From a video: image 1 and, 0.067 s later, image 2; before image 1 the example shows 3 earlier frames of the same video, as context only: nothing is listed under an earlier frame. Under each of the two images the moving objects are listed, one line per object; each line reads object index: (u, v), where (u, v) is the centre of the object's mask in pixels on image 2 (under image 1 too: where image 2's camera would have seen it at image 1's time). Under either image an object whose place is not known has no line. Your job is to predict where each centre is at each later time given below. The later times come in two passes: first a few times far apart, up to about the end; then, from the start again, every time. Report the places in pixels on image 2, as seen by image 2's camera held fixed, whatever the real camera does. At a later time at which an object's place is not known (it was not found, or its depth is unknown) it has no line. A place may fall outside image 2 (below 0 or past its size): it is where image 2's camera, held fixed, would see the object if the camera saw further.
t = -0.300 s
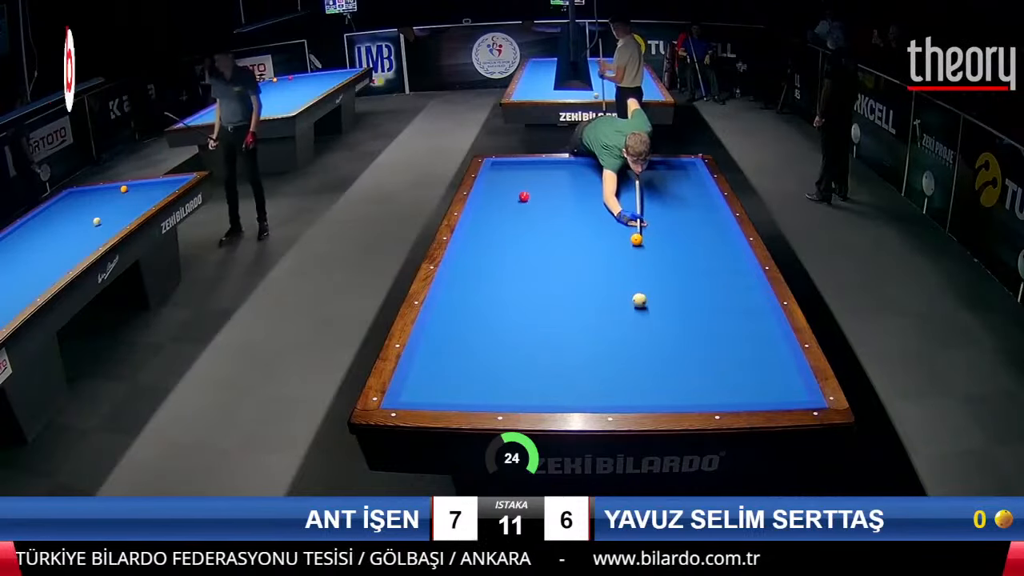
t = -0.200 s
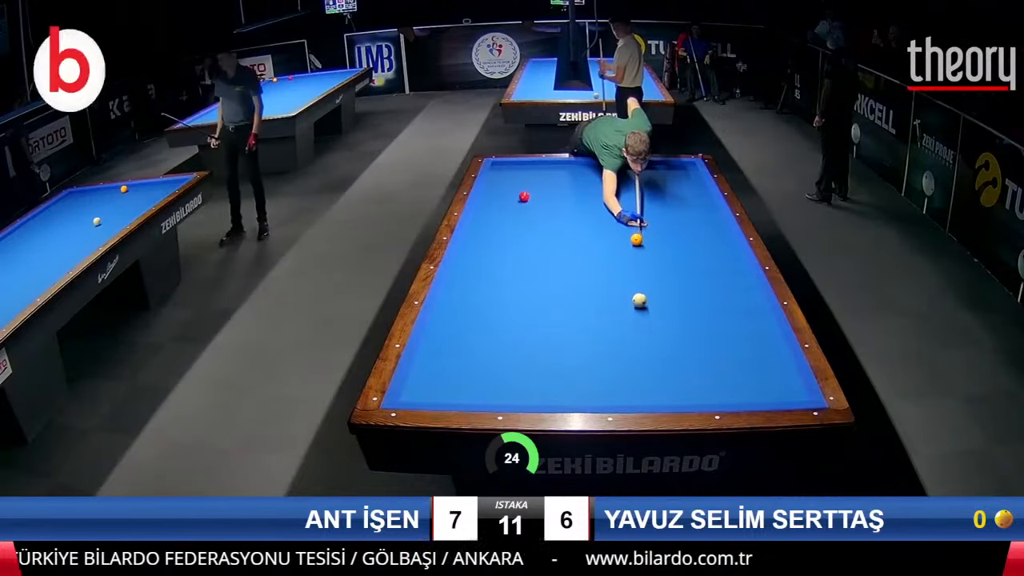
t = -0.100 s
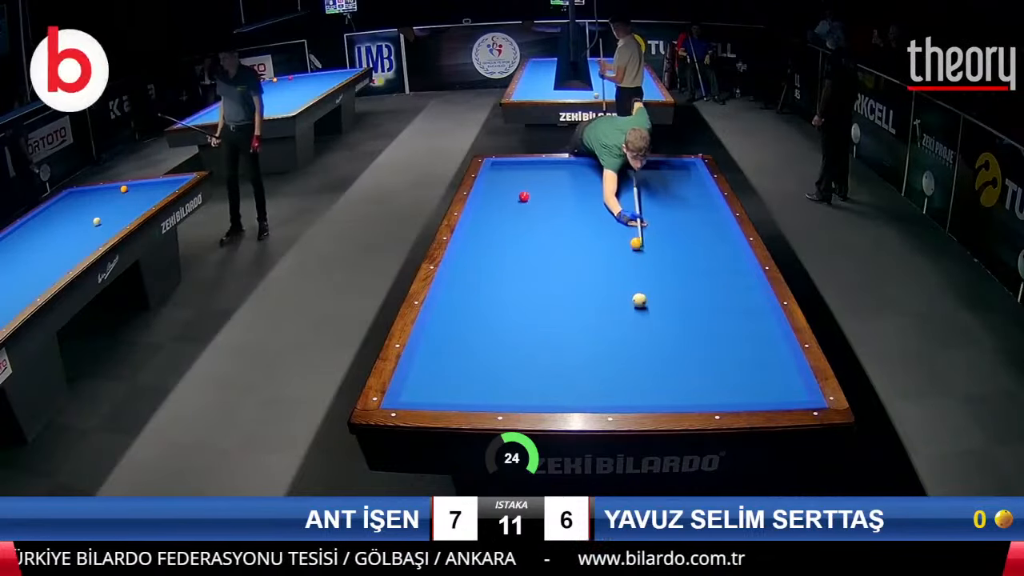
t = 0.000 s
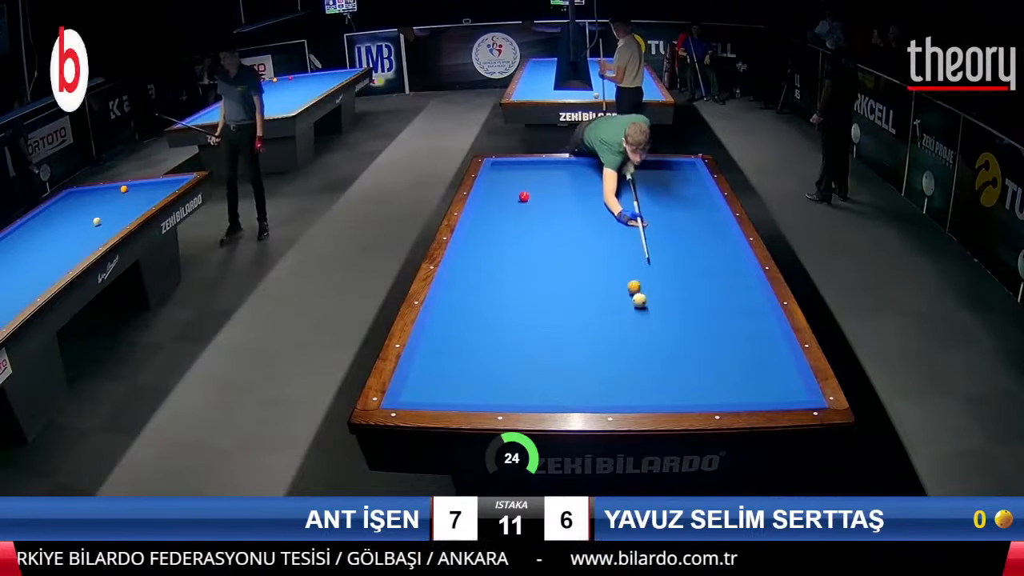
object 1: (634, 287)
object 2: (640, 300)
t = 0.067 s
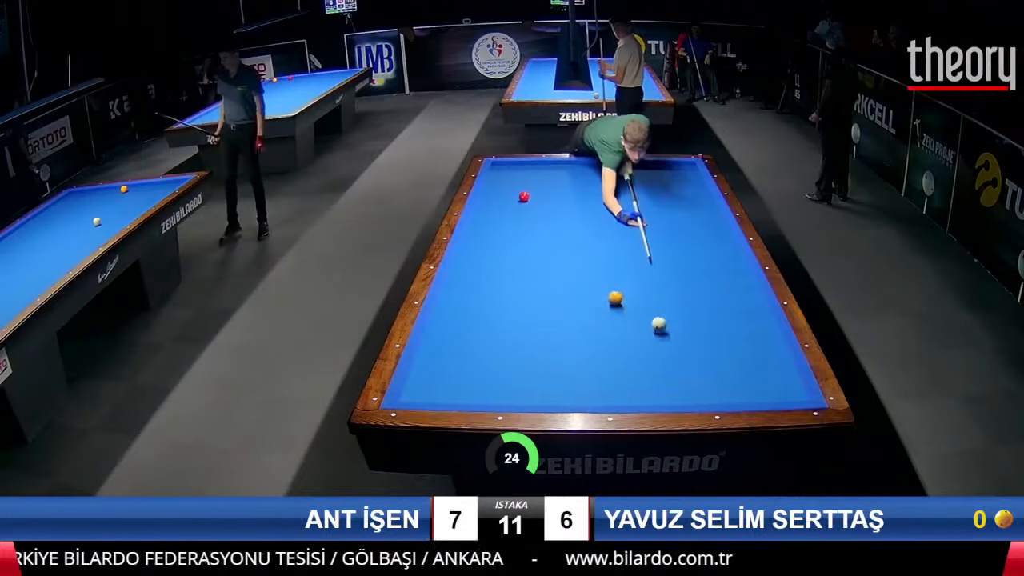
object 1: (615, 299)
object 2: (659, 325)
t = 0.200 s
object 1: (571, 309)
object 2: (715, 394)
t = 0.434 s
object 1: (503, 329)
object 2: (723, 322)
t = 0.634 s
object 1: (443, 348)
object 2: (724, 274)
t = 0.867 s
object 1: (452, 381)
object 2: (725, 237)
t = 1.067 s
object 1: (488, 392)
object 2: (711, 213)
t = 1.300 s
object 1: (544, 371)
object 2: (692, 190)
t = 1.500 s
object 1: (587, 357)
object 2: (679, 173)
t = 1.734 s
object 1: (634, 342)
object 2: (668, 167)
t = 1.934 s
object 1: (670, 331)
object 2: (660, 178)
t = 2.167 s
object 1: (708, 317)
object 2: (650, 188)
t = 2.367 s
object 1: (738, 307)
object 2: (640, 198)
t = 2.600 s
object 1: (746, 294)
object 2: (628, 210)
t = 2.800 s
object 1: (725, 281)
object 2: (617, 222)
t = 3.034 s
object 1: (704, 268)
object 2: (603, 236)
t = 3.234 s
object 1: (687, 257)
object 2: (589, 250)
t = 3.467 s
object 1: (669, 245)
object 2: (571, 267)
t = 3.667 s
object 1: (654, 236)
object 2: (555, 283)
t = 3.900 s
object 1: (638, 227)
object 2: (534, 304)
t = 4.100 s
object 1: (625, 219)
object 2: (515, 323)
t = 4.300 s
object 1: (613, 211)
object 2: (493, 344)
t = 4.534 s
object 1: (599, 204)
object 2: (466, 371)
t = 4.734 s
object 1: (589, 197)
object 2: (440, 395)
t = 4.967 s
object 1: (577, 191)
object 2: (433, 383)
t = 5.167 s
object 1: (568, 185)
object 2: (429, 370)
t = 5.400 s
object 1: (557, 179)
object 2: (424, 356)
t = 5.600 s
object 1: (549, 174)
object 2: (432, 346)
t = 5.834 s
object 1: (540, 169)
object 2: (441, 335)
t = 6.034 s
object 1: (533, 165)
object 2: (447, 327)
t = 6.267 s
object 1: (522, 164)
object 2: (455, 317)
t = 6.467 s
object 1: (510, 166)
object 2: (461, 310)
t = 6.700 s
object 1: (496, 168)
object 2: (468, 302)
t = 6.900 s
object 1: (497, 171)
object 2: (473, 295)
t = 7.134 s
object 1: (503, 174)
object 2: (479, 289)
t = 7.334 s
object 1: (507, 177)
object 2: (483, 283)
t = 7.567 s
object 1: (513, 180)
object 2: (489, 277)
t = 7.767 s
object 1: (518, 182)
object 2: (493, 272)
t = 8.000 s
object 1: (523, 186)
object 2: (497, 266)
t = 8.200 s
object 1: (529, 188)
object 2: (501, 262)
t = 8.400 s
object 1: (533, 192)
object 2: (504, 258)
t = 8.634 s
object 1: (539, 195)
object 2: (508, 254)
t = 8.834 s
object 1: (544, 198)
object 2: (511, 250)
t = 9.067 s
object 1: (549, 202)
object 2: (515, 246)
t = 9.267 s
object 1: (554, 205)
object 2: (517, 243)
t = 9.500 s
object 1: (559, 208)
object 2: (520, 240)
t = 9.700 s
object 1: (564, 210)
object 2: (522, 237)
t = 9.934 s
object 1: (570, 214)
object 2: (525, 234)
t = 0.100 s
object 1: (604, 301)
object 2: (672, 339)
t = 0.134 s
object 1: (593, 304)
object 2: (685, 356)
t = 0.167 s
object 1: (582, 307)
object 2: (700, 375)
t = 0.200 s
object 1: (571, 309)
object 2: (715, 394)
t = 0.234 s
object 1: (561, 312)
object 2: (720, 391)
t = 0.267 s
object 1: (551, 315)
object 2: (721, 377)
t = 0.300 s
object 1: (541, 318)
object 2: (722, 364)
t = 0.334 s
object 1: (532, 321)
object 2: (722, 352)
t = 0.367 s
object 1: (522, 324)
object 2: (723, 341)
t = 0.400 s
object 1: (513, 327)
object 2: (723, 331)
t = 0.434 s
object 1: (503, 329)
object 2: (723, 322)
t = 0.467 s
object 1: (493, 333)
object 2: (723, 312)
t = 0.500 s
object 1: (483, 335)
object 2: (724, 303)
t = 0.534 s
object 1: (473, 338)
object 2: (724, 295)
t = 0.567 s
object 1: (463, 341)
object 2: (724, 288)
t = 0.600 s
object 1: (453, 345)
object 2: (724, 281)
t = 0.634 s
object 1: (443, 348)
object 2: (724, 274)
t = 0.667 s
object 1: (433, 351)
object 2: (724, 268)
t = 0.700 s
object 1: (425, 354)
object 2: (724, 262)
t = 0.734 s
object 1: (431, 359)
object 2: (725, 257)
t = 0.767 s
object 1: (437, 364)
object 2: (725, 252)
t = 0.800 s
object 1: (442, 370)
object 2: (725, 247)
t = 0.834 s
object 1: (447, 375)
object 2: (725, 242)
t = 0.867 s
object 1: (452, 381)
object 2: (725, 237)
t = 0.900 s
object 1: (456, 386)
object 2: (725, 233)
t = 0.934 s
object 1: (460, 392)
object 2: (724, 228)
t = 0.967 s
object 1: (464, 396)
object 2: (720, 224)
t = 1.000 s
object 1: (469, 397)
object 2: (717, 221)
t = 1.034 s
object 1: (478, 395)
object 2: (714, 217)
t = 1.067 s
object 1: (488, 392)
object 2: (711, 213)
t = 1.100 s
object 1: (496, 387)
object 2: (708, 209)
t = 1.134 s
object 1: (504, 384)
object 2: (705, 206)
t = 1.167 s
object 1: (513, 381)
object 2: (702, 202)
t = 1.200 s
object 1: (521, 378)
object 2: (700, 199)
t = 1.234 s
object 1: (529, 376)
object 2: (697, 196)
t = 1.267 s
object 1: (536, 373)
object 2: (695, 193)
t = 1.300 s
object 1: (544, 371)
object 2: (692, 190)
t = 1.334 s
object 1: (551, 369)
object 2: (690, 187)
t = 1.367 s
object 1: (559, 367)
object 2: (688, 184)
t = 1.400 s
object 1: (566, 364)
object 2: (686, 181)
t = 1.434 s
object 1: (573, 362)
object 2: (683, 178)
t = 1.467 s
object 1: (580, 360)
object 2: (682, 175)
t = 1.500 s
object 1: (587, 357)
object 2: (679, 173)
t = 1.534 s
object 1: (594, 355)
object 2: (678, 171)
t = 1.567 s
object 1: (601, 353)
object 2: (675, 168)
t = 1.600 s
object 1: (608, 351)
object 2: (673, 165)
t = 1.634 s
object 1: (614, 349)
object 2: (672, 163)
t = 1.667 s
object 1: (621, 347)
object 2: (670, 164)
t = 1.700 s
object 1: (627, 344)
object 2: (669, 165)
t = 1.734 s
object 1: (634, 342)
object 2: (668, 167)
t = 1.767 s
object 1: (640, 341)
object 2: (666, 169)
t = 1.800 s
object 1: (646, 338)
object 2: (665, 171)
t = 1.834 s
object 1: (652, 336)
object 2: (664, 173)
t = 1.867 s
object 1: (658, 334)
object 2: (663, 174)
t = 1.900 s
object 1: (664, 333)
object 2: (661, 176)
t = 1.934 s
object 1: (670, 331)
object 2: (660, 178)
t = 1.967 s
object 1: (675, 329)
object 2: (659, 179)
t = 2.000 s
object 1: (681, 327)
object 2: (657, 180)
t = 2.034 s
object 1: (687, 325)
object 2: (656, 182)
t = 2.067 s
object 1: (692, 323)
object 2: (654, 184)
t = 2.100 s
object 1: (698, 321)
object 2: (653, 185)
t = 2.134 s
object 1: (703, 319)
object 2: (651, 187)
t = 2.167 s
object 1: (708, 317)
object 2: (650, 188)
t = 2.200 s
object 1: (713, 316)
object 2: (648, 190)
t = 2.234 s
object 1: (718, 314)
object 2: (647, 191)
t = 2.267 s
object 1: (723, 312)
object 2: (645, 193)
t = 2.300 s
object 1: (728, 310)
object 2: (643, 194)
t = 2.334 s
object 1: (733, 309)
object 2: (642, 196)
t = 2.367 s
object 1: (738, 307)
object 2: (640, 198)
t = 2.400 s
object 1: (742, 305)
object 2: (639, 199)
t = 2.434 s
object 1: (747, 304)
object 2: (637, 201)
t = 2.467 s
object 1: (751, 302)
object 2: (635, 203)
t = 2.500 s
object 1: (756, 301)
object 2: (634, 205)
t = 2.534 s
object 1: (756, 299)
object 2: (632, 206)
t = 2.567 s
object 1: (751, 296)
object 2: (630, 208)
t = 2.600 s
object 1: (746, 294)
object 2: (628, 210)
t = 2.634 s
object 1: (742, 292)
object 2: (626, 212)
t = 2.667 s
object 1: (738, 290)
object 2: (624, 214)
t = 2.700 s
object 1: (735, 288)
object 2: (623, 216)
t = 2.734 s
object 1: (732, 286)
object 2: (621, 217)
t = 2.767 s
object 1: (728, 284)
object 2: (619, 220)
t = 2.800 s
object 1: (725, 281)
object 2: (617, 222)
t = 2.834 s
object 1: (722, 279)
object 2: (615, 224)
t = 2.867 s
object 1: (719, 277)
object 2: (613, 226)
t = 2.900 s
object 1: (716, 275)
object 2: (611, 228)
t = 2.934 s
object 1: (713, 274)
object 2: (609, 230)
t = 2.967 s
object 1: (710, 272)
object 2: (607, 232)
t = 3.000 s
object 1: (707, 270)
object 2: (605, 234)
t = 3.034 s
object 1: (704, 268)
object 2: (603, 236)
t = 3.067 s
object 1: (701, 266)
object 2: (600, 238)
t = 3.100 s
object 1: (698, 264)
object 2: (598, 240)
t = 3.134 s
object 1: (695, 262)
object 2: (596, 243)
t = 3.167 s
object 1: (693, 261)
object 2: (594, 245)
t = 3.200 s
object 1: (690, 259)
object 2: (591, 247)
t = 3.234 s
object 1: (687, 257)
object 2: (589, 250)
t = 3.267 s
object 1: (685, 255)
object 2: (586, 252)
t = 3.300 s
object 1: (682, 254)
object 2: (584, 254)
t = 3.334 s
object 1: (679, 252)
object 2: (581, 257)
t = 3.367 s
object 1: (676, 250)
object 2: (579, 259)
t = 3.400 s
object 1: (674, 249)
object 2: (577, 262)
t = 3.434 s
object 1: (671, 247)
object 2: (574, 264)
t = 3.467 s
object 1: (669, 245)
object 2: (571, 267)
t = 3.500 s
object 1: (666, 244)
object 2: (569, 269)
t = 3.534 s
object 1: (664, 242)
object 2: (566, 272)
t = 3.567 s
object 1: (661, 241)
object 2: (564, 275)
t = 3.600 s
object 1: (659, 239)
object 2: (561, 277)
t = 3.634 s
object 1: (656, 238)
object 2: (558, 280)
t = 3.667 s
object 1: (654, 236)
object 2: (555, 283)
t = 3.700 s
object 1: (652, 235)
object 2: (552, 286)
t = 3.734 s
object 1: (649, 234)
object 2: (549, 289)
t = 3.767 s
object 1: (647, 232)
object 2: (547, 292)
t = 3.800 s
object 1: (645, 231)
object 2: (543, 295)
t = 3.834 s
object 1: (642, 229)
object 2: (540, 298)
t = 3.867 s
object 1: (640, 228)
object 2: (537, 301)
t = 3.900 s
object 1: (638, 227)
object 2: (534, 304)
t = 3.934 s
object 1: (636, 225)
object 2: (531, 307)
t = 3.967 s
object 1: (634, 224)
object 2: (528, 310)
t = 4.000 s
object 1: (631, 223)
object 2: (525, 313)
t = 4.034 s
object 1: (629, 221)
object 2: (521, 317)
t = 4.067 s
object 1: (627, 220)
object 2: (518, 320)
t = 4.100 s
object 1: (625, 219)
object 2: (515, 323)
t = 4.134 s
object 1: (623, 218)
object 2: (511, 327)
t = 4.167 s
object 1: (621, 216)
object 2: (508, 330)
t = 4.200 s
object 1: (619, 215)
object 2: (504, 334)
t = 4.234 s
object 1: (617, 214)
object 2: (501, 337)
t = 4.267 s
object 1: (615, 213)
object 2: (497, 341)
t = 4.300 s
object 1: (613, 211)
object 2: (493, 344)
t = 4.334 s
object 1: (611, 210)
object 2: (490, 348)
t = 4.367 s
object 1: (609, 209)
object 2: (486, 352)
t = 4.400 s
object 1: (607, 208)
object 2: (482, 356)
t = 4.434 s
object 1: (605, 207)
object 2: (478, 360)
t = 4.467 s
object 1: (603, 206)
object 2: (474, 364)
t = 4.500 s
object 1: (601, 205)
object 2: (470, 368)
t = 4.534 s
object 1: (599, 204)
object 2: (466, 371)
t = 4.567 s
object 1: (598, 203)
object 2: (462, 375)
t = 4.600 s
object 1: (596, 201)
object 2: (457, 380)
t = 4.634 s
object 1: (594, 201)
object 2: (453, 384)
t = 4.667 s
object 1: (592, 200)
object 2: (449, 388)
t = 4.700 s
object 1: (591, 198)
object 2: (445, 392)
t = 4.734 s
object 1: (589, 197)
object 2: (440, 395)
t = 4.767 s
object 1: (587, 196)
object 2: (437, 397)
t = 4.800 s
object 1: (586, 196)
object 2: (436, 395)
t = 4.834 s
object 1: (584, 195)
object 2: (436, 393)
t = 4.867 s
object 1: (582, 193)
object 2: (435, 390)
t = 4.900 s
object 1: (580, 192)
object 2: (435, 387)
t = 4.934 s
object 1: (579, 191)
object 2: (434, 385)
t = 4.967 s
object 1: (577, 191)
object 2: (433, 383)
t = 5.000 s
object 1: (576, 190)
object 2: (432, 380)
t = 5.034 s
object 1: (574, 189)
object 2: (432, 378)
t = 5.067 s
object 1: (573, 188)
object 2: (431, 376)
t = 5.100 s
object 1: (571, 187)
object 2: (430, 374)
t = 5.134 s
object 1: (569, 186)
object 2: (429, 372)
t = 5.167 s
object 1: (568, 185)
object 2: (429, 370)
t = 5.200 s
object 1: (566, 184)
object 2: (428, 367)
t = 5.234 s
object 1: (565, 183)
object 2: (427, 365)
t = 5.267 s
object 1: (563, 182)
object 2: (427, 364)
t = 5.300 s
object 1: (562, 182)
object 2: (426, 362)
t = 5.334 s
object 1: (561, 181)
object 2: (425, 360)
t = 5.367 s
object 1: (559, 180)
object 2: (425, 357)
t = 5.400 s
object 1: (557, 179)
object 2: (424, 356)
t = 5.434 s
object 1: (556, 179)
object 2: (426, 354)
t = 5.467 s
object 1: (555, 178)
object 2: (427, 352)
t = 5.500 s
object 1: (553, 177)
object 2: (428, 351)
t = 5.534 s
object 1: (552, 176)
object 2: (429, 349)
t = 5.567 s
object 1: (551, 175)
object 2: (431, 348)
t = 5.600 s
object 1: (549, 174)
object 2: (432, 346)
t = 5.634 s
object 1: (548, 174)
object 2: (433, 344)
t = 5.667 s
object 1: (547, 173)
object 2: (435, 343)
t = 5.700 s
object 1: (545, 172)
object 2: (436, 341)
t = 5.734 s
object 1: (544, 172)
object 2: (437, 340)
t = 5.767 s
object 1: (543, 171)
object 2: (438, 338)
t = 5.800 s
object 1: (542, 170)
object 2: (440, 337)
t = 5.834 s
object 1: (540, 169)
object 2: (441, 335)
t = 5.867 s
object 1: (539, 169)
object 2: (442, 334)
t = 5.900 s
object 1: (538, 168)
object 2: (443, 332)
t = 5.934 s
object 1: (537, 167)
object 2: (444, 331)
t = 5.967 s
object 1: (535, 167)
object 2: (445, 330)
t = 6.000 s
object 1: (534, 166)
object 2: (446, 328)
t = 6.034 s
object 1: (533, 165)
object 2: (447, 327)
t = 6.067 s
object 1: (532, 165)
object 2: (448, 325)
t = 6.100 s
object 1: (531, 164)
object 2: (450, 324)
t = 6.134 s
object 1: (530, 164)
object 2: (451, 323)
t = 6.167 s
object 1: (529, 163)
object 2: (452, 321)
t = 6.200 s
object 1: (527, 163)
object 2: (453, 320)
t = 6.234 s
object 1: (525, 163)
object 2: (454, 319)
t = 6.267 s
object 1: (522, 164)
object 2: (455, 317)
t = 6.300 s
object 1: (520, 164)
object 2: (456, 316)
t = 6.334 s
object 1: (518, 164)
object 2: (457, 315)
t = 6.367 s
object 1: (516, 165)
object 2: (458, 314)
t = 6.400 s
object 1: (514, 165)
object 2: (459, 312)
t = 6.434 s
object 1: (512, 165)
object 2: (460, 311)
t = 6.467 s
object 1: (510, 166)
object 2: (461, 310)
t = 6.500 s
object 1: (508, 166)
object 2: (462, 309)
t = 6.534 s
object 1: (506, 166)
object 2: (463, 308)
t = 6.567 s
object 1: (504, 166)
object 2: (464, 307)
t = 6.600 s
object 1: (502, 167)
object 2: (465, 305)
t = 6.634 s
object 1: (500, 167)
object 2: (466, 304)
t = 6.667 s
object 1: (498, 168)
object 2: (467, 303)
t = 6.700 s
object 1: (496, 168)
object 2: (468, 302)
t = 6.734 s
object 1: (494, 168)
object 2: (468, 301)
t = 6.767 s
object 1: (494, 169)
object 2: (469, 300)
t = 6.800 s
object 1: (495, 169)
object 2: (470, 299)
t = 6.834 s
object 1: (495, 170)
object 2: (471, 297)
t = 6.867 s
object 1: (496, 170)
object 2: (472, 296)
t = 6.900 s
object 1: (497, 171)
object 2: (473, 295)
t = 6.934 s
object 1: (498, 171)
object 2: (473, 294)
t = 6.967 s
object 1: (499, 171)
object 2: (474, 293)
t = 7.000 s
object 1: (499, 172)
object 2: (475, 292)
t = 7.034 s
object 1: (500, 172)
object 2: (476, 291)
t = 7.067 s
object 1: (501, 173)
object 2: (477, 290)
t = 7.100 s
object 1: (502, 173)
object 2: (478, 289)
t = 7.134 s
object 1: (503, 174)
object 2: (479, 289)
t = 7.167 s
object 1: (504, 174)
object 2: (480, 287)
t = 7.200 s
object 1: (504, 175)
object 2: (480, 286)
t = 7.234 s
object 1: (505, 175)
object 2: (481, 285)
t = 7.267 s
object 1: (505, 176)
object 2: (482, 285)
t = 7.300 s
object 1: (506, 176)
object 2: (482, 284)
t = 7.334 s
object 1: (507, 177)
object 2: (483, 283)
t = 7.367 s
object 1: (508, 177)
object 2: (484, 282)
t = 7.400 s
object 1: (509, 177)
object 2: (485, 281)
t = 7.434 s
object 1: (510, 178)
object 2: (486, 280)
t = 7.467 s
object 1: (510, 179)
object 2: (486, 279)
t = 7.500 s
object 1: (511, 179)
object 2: (487, 278)
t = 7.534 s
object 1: (512, 179)
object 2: (488, 277)
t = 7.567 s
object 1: (513, 180)
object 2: (489, 277)
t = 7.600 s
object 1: (513, 180)
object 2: (489, 276)
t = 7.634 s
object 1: (514, 181)
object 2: (490, 275)
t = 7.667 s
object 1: (515, 181)
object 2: (491, 274)
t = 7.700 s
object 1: (516, 182)
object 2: (491, 273)
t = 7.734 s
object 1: (517, 182)
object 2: (492, 272)
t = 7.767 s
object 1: (518, 182)
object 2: (493, 272)
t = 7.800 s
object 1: (518, 183)
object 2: (493, 271)
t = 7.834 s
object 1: (519, 184)
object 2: (494, 270)
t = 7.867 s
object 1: (520, 184)
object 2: (495, 269)
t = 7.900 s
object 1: (521, 185)
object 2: (495, 268)
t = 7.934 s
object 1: (522, 185)
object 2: (496, 268)
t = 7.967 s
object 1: (522, 186)
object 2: (496, 267)
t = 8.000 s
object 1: (523, 186)
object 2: (497, 266)
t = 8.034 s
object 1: (524, 186)
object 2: (498, 265)
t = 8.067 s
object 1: (525, 187)
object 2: (498, 265)
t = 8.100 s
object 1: (526, 187)
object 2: (499, 264)
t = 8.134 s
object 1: (527, 188)
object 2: (499, 264)
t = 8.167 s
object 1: (528, 188)
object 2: (500, 263)
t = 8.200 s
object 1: (529, 188)
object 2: (501, 262)
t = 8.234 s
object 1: (530, 189)
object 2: (501, 261)
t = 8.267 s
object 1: (530, 190)
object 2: (502, 261)
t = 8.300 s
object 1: (531, 190)
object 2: (502, 260)
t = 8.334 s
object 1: (532, 191)
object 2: (503, 259)
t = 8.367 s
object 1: (533, 191)
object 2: (503, 259)
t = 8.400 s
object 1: (533, 192)
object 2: (504, 258)
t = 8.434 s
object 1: (534, 192)
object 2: (505, 257)
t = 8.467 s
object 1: (535, 193)
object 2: (505, 257)
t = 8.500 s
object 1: (536, 193)
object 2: (506, 256)
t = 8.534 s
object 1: (536, 194)
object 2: (506, 255)
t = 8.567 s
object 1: (537, 194)
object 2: (507, 255)
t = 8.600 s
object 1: (538, 195)
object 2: (507, 254)
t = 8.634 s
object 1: (539, 195)
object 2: (508, 254)
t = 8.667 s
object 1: (540, 196)
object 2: (508, 253)
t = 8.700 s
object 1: (540, 196)
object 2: (509, 252)
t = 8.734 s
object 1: (541, 197)
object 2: (509, 252)
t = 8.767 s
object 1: (542, 198)
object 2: (510, 251)
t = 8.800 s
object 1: (543, 198)
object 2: (510, 250)
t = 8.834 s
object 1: (544, 198)
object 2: (511, 250)
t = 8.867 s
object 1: (545, 199)
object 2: (511, 249)
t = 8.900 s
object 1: (545, 199)
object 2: (512, 249)
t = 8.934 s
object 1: (546, 200)
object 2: (513, 248)
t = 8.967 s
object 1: (547, 200)
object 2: (513, 248)
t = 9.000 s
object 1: (548, 201)
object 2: (513, 247)
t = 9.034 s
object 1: (548, 201)
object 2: (514, 247)
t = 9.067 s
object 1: (549, 202)
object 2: (515, 246)
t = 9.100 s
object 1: (550, 202)
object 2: (515, 246)
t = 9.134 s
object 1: (551, 203)
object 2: (515, 245)
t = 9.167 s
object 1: (552, 203)
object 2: (515, 244)
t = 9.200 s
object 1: (553, 204)
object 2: (516, 244)
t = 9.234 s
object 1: (553, 204)
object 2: (517, 243)
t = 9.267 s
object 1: (554, 205)
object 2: (517, 243)
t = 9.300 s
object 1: (555, 205)
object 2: (517, 243)
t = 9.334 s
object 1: (556, 206)
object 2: (518, 242)
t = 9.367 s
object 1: (557, 206)
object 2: (518, 242)
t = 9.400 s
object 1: (557, 206)
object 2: (519, 241)
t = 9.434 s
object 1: (558, 207)
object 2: (519, 241)
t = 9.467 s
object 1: (559, 208)
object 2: (519, 240)
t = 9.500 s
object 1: (559, 208)
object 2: (520, 240)
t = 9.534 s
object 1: (560, 208)
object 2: (520, 239)
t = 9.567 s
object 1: (561, 209)
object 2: (521, 239)
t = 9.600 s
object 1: (562, 209)
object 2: (521, 238)
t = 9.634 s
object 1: (563, 210)
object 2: (522, 238)
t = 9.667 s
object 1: (564, 210)
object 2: (522, 238)
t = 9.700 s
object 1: (564, 210)
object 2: (522, 237)
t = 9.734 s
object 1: (565, 211)
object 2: (523, 237)
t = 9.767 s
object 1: (566, 211)
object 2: (523, 236)
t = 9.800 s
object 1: (567, 212)
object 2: (523, 236)
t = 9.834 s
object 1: (567, 212)
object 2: (524, 235)
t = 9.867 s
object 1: (568, 212)
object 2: (524, 235)
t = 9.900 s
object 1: (569, 213)
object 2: (525, 235)
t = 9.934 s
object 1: (570, 214)
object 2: (525, 234)
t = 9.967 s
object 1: (571, 215)
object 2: (526, 234)
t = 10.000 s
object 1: (571, 215)
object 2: (526, 233)
